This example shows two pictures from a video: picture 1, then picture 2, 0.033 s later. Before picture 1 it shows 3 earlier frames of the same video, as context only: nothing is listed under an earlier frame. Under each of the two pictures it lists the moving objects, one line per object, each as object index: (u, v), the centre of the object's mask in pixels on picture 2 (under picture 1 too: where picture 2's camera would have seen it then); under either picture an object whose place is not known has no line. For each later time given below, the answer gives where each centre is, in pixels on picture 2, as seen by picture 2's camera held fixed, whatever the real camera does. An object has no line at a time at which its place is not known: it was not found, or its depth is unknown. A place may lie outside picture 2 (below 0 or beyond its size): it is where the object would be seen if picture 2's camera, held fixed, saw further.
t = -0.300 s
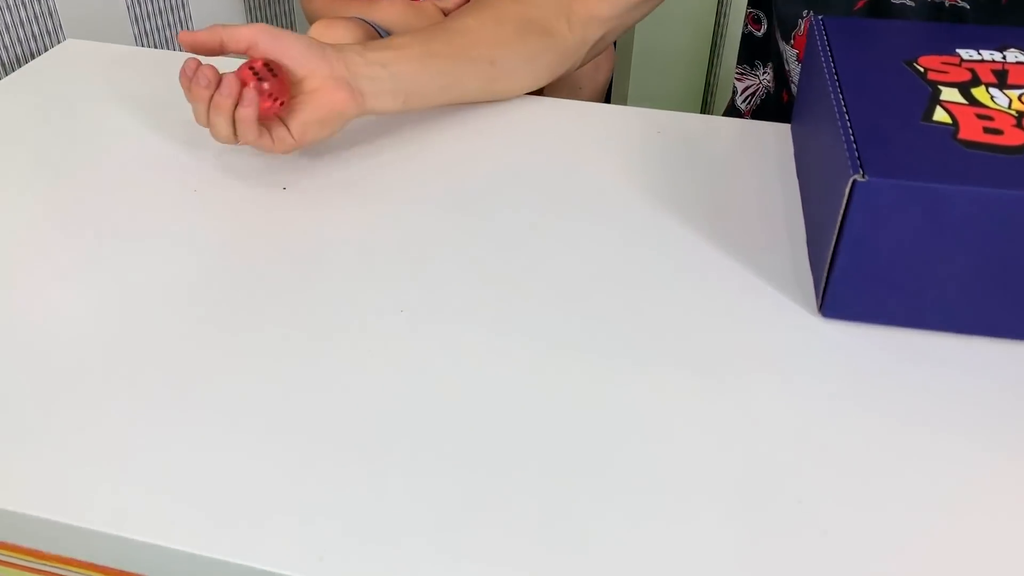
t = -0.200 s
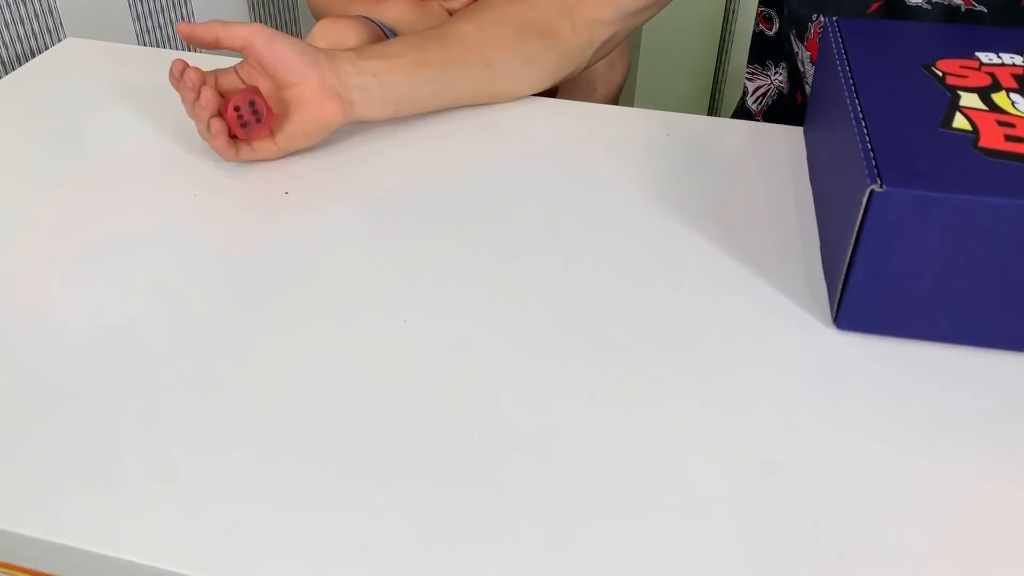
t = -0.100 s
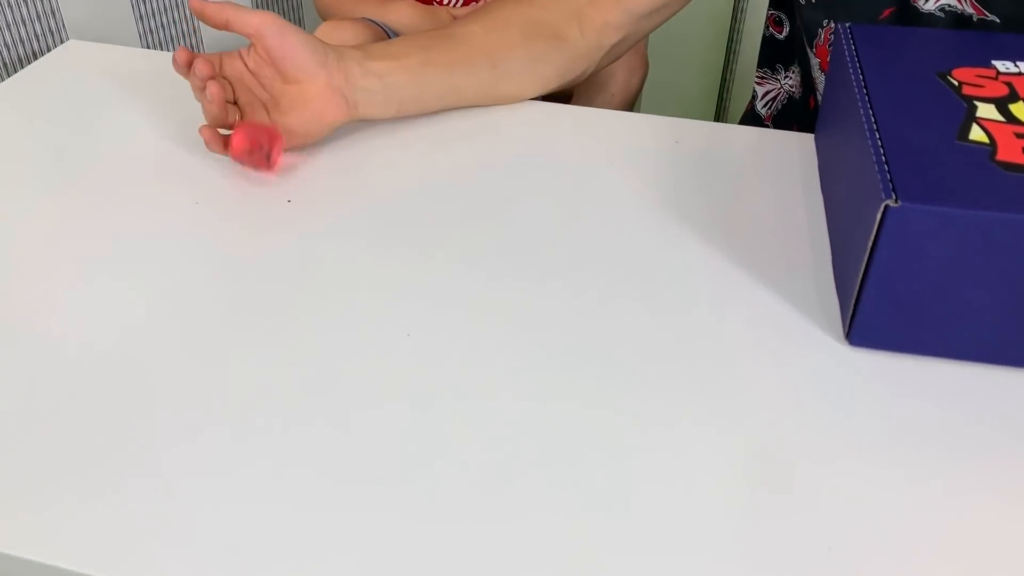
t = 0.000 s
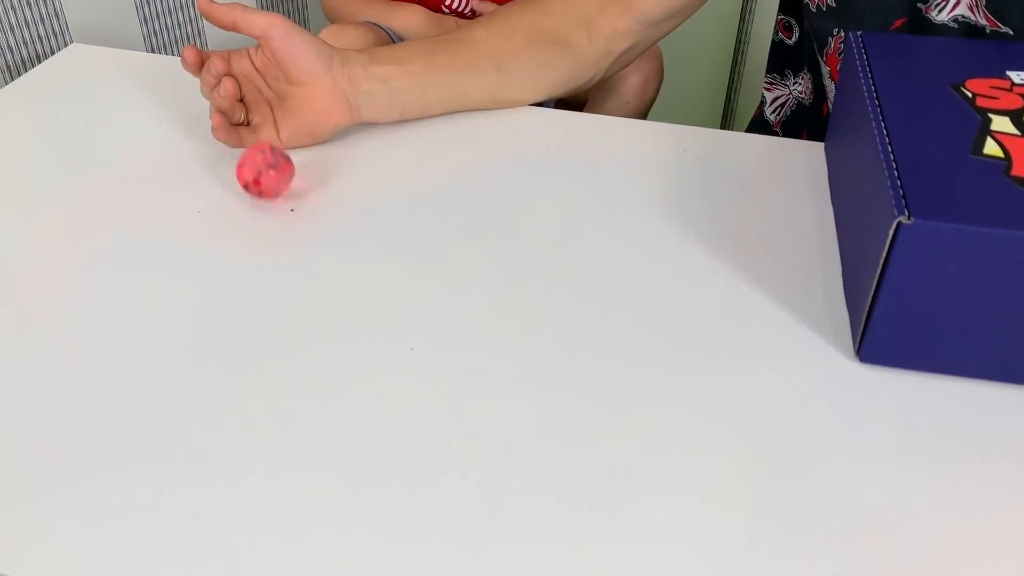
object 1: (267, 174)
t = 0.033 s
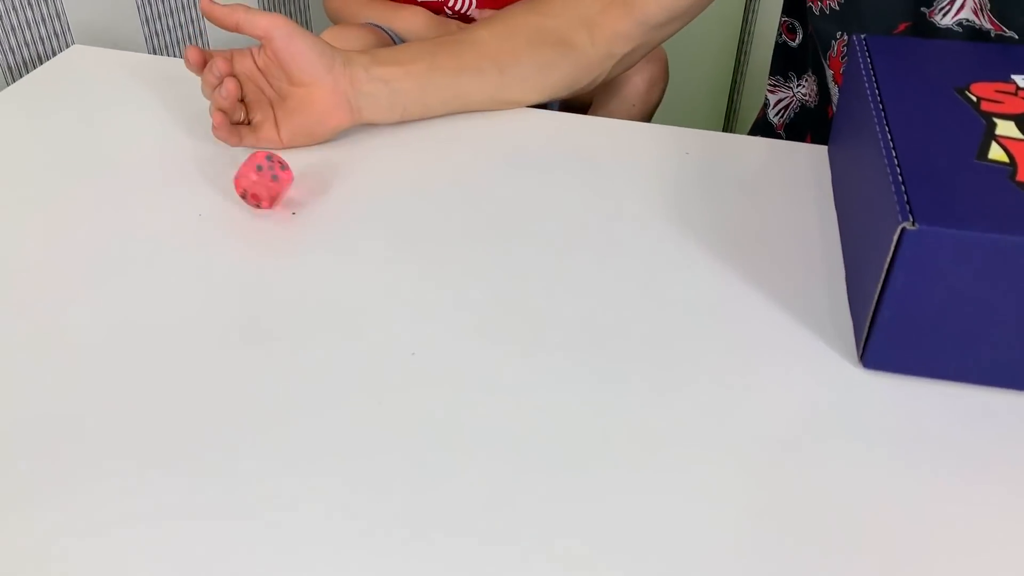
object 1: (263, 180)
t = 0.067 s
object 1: (256, 181)
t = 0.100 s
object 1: (250, 194)
